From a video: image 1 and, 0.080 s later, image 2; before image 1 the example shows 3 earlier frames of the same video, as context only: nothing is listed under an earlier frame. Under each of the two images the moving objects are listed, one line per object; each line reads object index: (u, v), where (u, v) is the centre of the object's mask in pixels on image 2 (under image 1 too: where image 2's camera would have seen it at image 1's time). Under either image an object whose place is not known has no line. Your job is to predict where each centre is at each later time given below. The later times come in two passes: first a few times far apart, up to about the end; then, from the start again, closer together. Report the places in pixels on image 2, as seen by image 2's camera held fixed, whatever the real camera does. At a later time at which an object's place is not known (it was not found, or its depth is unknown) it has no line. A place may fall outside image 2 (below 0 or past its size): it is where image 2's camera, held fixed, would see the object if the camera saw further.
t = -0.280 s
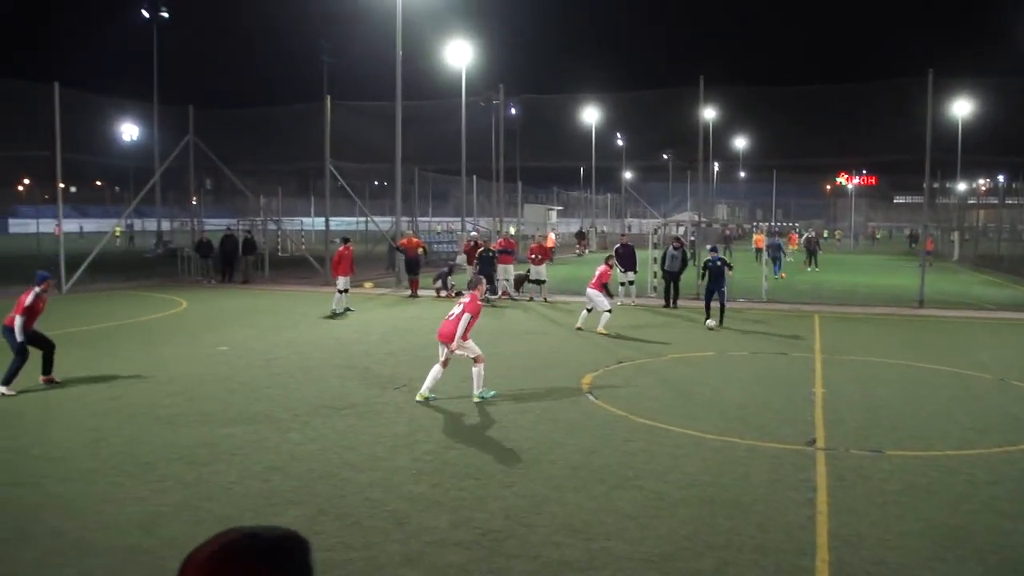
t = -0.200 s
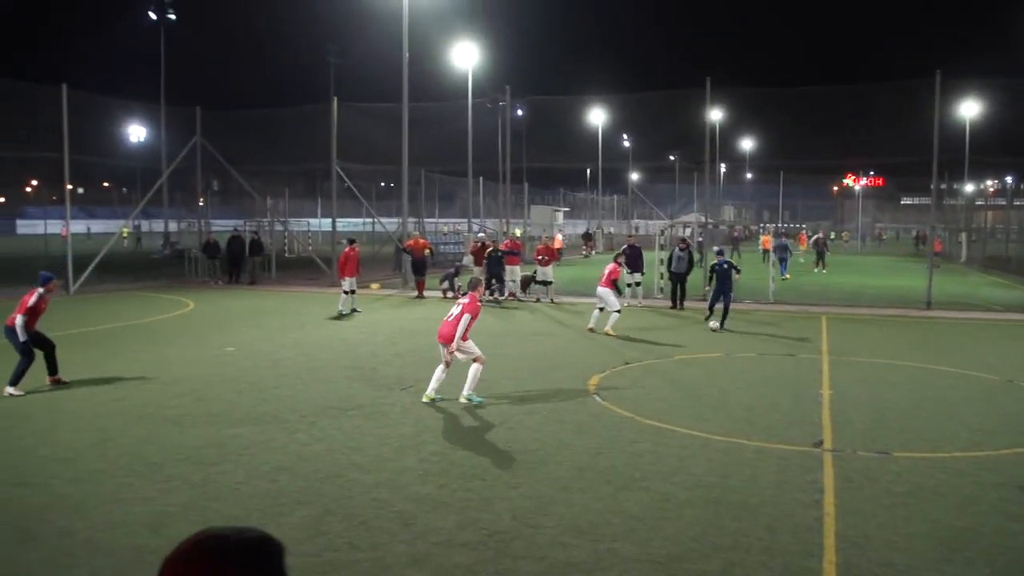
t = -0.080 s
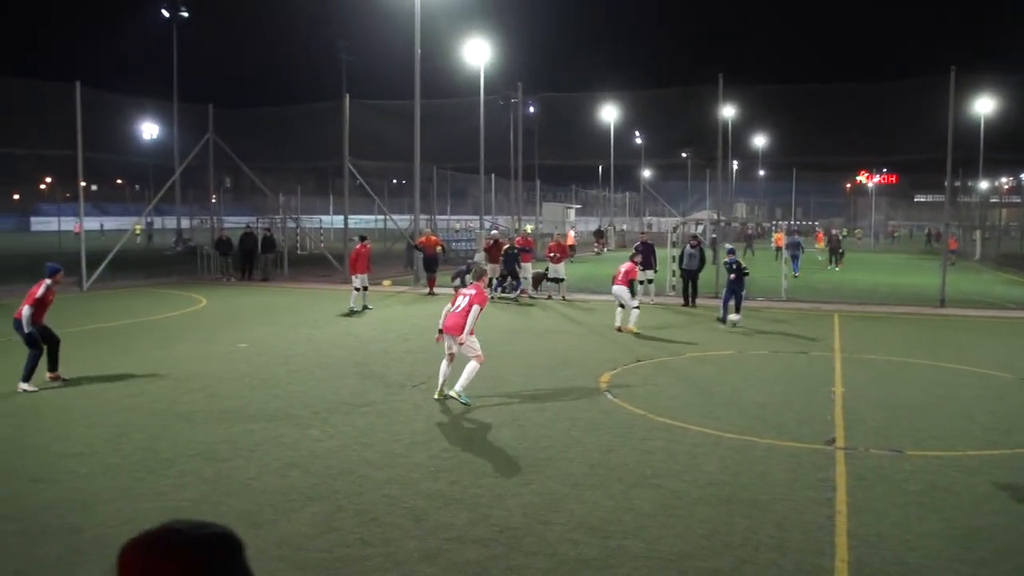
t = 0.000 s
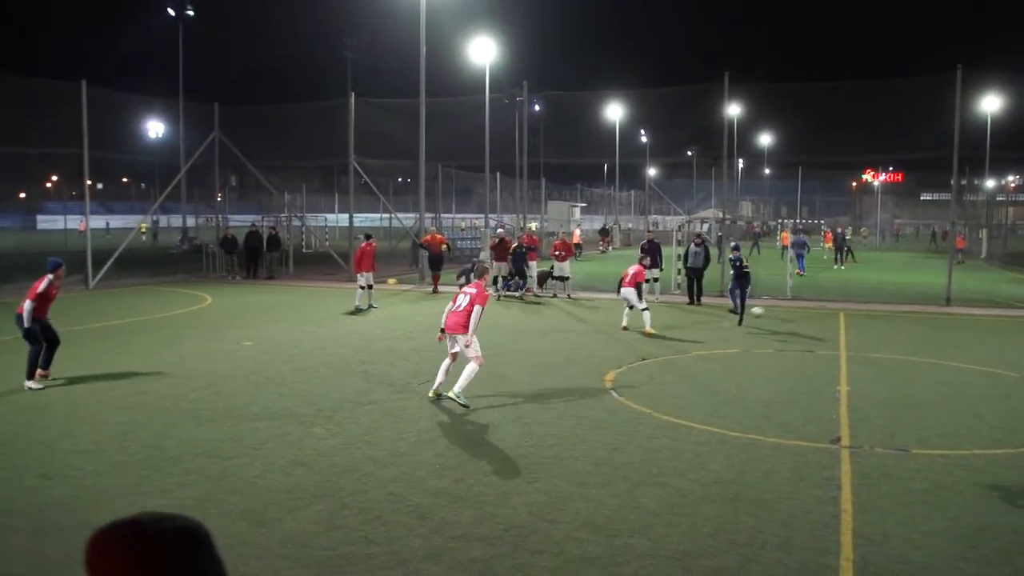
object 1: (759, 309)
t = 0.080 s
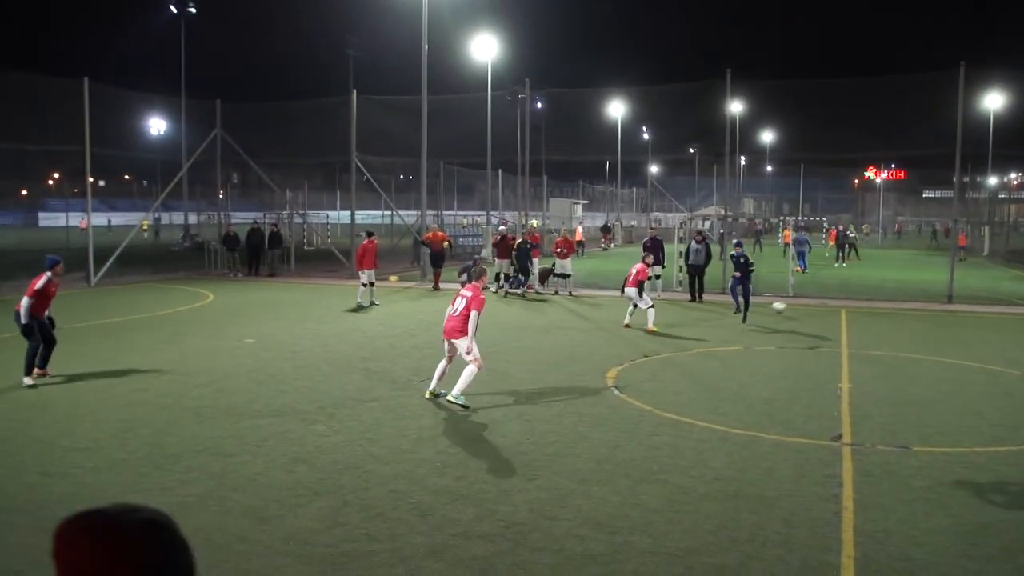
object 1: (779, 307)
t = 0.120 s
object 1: (790, 307)
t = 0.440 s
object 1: (900, 350)
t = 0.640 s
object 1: (986, 383)
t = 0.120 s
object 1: (790, 307)
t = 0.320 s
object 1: (853, 324)
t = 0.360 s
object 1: (868, 331)
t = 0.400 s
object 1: (883, 340)
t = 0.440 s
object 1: (900, 350)
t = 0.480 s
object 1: (917, 363)
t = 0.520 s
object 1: (937, 377)
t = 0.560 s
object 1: (953, 381)
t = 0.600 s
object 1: (969, 381)
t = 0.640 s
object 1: (986, 383)
